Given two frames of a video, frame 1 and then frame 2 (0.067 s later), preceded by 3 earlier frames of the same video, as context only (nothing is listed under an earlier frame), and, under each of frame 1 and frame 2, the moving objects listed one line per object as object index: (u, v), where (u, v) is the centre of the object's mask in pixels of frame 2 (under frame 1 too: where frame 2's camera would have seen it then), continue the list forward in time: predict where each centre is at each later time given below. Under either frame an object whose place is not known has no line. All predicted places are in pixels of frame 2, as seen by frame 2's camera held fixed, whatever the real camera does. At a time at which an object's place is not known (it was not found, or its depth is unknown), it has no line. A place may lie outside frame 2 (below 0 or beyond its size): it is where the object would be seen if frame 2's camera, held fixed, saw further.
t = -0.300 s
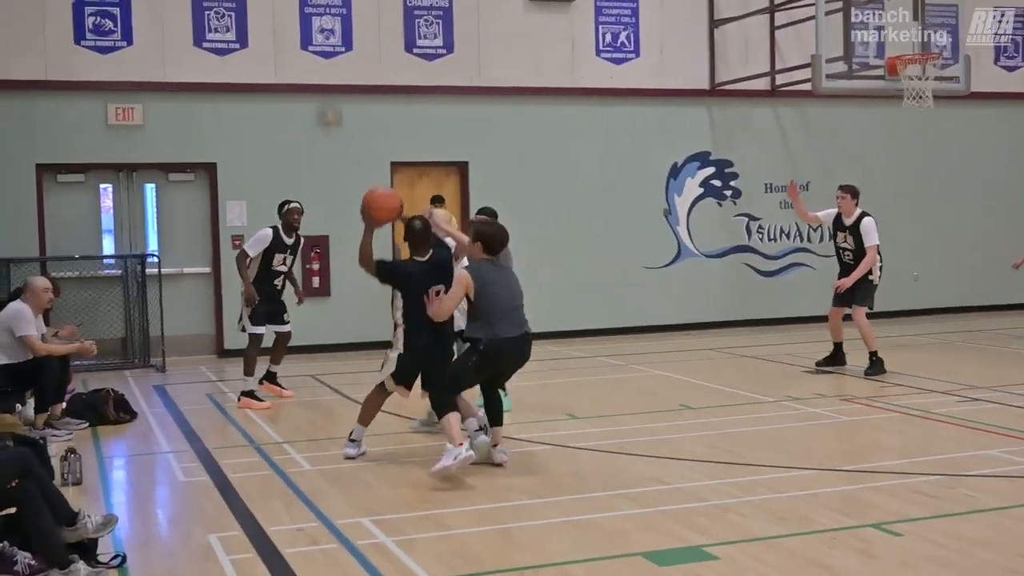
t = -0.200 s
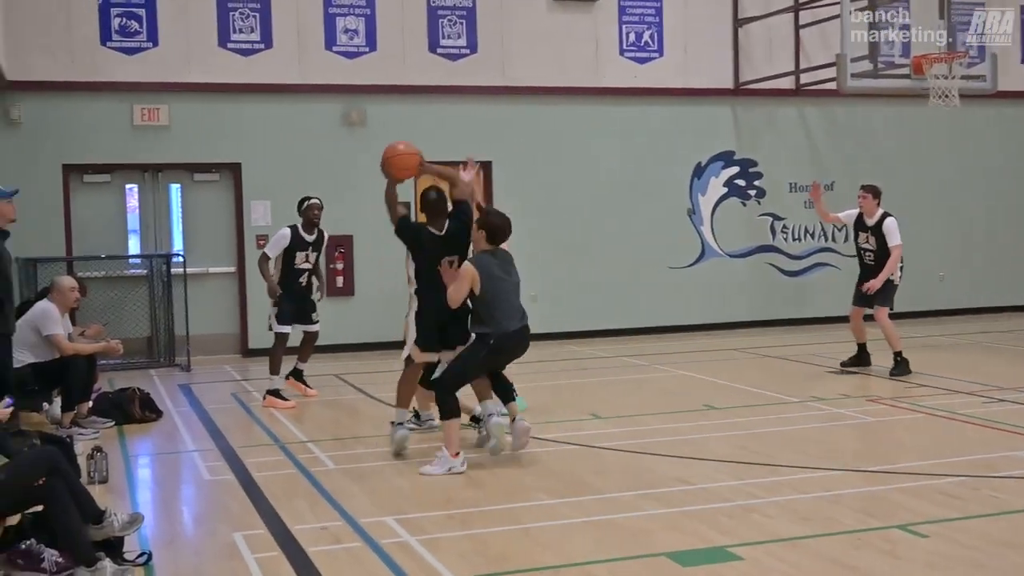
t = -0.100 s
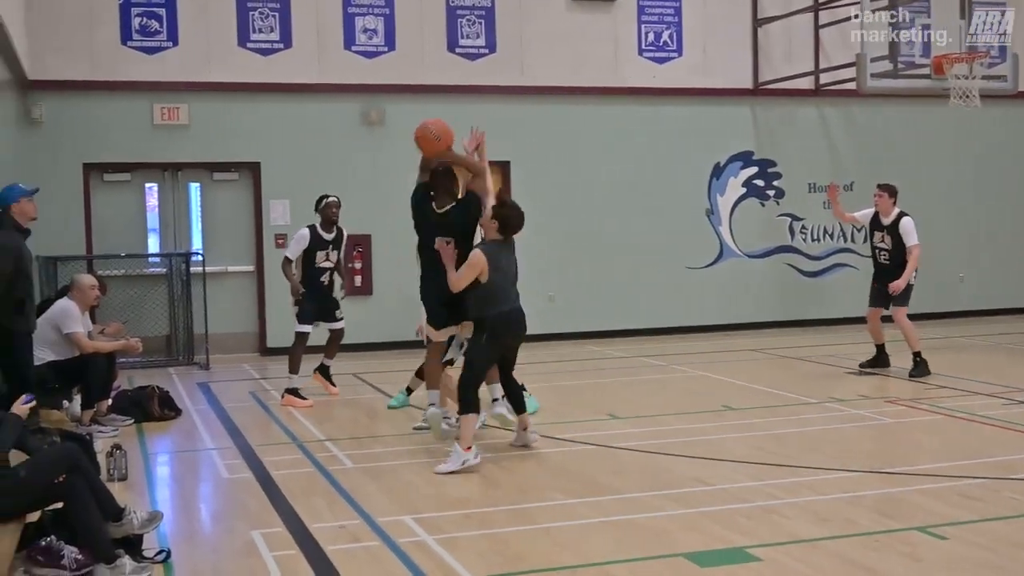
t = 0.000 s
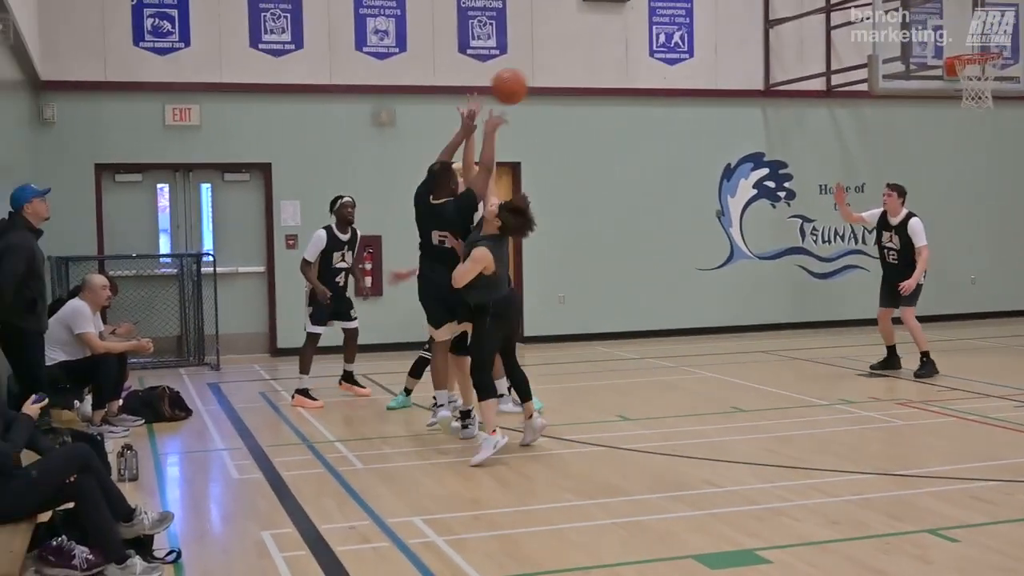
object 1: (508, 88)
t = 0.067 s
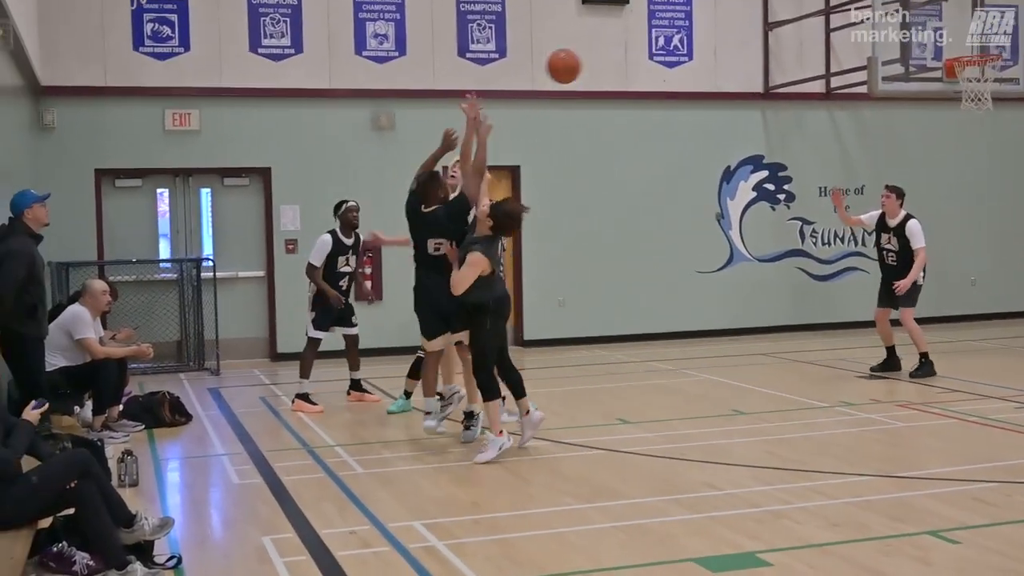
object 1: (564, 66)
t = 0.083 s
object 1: (577, 61)
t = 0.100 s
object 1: (589, 57)
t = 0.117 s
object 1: (602, 54)
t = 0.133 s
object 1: (614, 51)
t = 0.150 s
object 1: (626, 48)
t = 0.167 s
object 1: (637, 46)
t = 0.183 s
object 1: (649, 44)
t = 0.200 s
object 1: (661, 43)
